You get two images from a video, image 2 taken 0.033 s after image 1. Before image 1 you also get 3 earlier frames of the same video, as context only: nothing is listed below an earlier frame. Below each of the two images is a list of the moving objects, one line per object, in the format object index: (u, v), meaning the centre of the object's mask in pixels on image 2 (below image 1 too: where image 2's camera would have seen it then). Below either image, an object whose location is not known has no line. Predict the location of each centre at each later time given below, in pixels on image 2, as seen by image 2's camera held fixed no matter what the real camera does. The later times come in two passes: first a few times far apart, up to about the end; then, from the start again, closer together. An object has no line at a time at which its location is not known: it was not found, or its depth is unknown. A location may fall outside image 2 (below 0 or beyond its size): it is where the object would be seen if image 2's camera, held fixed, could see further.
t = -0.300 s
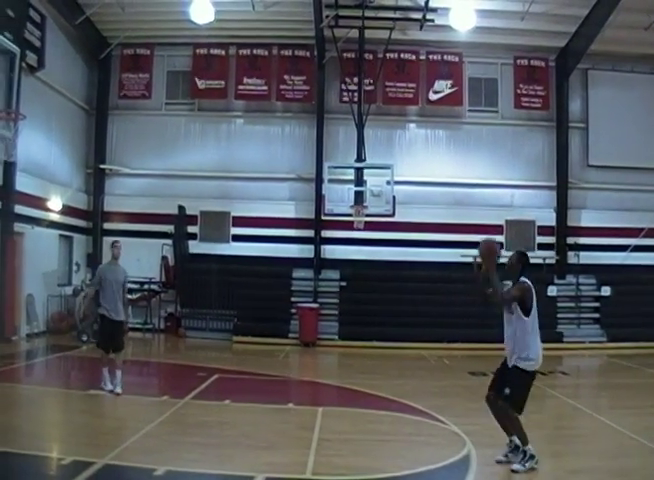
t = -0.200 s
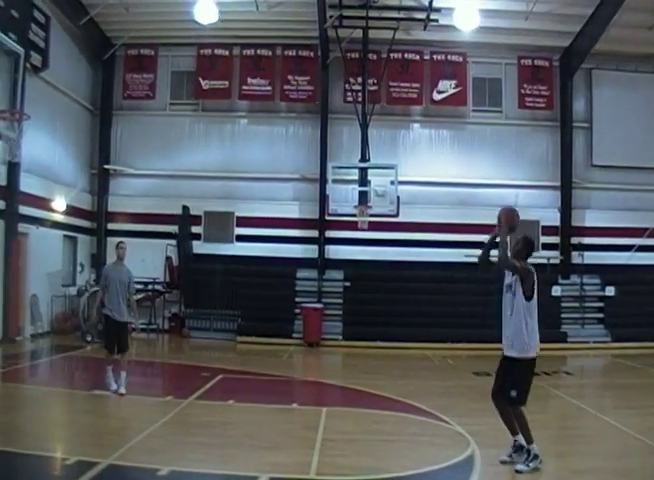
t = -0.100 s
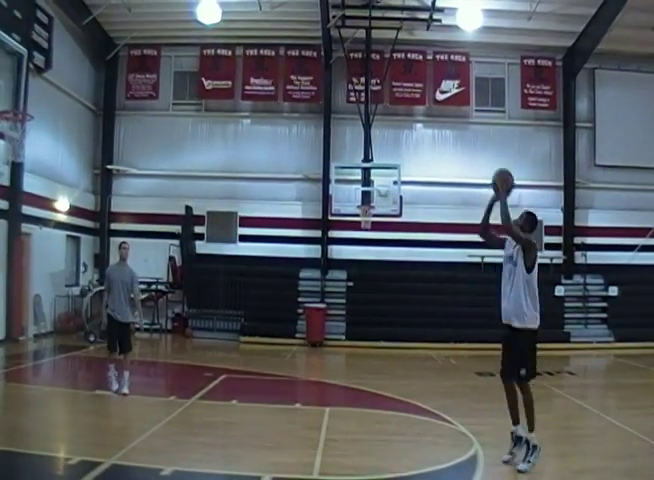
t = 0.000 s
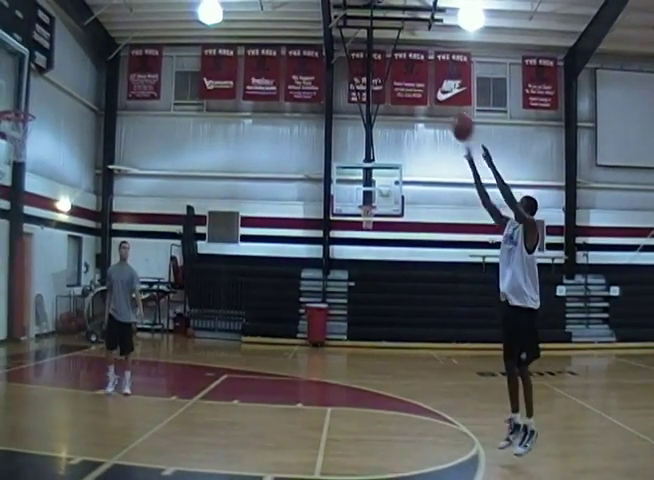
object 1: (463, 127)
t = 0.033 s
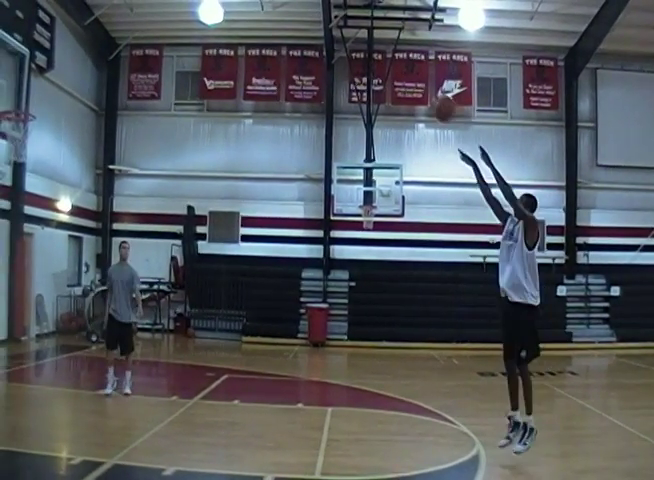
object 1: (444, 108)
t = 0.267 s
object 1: (317, 19)
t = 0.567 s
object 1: (173, 1)
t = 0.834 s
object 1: (58, 56)
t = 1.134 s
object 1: (37, 85)
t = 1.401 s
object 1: (103, 93)
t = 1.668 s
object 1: (181, 198)
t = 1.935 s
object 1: (279, 440)
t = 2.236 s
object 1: (383, 325)
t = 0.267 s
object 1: (317, 19)
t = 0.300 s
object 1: (300, 11)
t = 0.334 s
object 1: (283, 7)
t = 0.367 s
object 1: (266, 4)
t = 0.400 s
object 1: (251, 2)
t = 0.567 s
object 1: (173, 1)
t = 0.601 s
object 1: (158, 3)
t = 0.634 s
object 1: (143, 7)
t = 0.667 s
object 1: (128, 12)
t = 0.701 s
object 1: (114, 18)
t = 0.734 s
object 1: (100, 25)
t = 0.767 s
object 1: (86, 32)
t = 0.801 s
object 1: (73, 45)
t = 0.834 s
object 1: (58, 56)
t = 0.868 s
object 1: (46, 66)
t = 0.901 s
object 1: (32, 79)
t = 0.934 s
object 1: (20, 93)
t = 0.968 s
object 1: (7, 108)
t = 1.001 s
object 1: (7, 104)
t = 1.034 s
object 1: (15, 98)
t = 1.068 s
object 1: (21, 95)
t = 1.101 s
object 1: (29, 90)
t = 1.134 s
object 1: (37, 85)
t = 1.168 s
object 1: (44, 82)
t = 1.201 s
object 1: (52, 81)
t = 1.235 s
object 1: (60, 80)
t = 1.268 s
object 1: (68, 81)
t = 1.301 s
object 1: (76, 83)
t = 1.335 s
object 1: (84, 86)
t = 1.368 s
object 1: (94, 90)
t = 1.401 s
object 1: (103, 93)
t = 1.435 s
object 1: (110, 102)
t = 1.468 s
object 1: (120, 110)
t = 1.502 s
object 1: (130, 121)
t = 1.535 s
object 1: (139, 133)
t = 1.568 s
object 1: (150, 147)
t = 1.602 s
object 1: (160, 162)
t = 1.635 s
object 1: (170, 180)
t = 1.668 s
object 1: (181, 198)
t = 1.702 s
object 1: (192, 220)
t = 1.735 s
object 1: (203, 244)
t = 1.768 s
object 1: (216, 270)
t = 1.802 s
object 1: (227, 300)
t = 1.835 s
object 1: (240, 331)
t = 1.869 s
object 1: (252, 366)
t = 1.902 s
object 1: (265, 406)
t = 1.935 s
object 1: (279, 440)
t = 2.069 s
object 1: (327, 443)
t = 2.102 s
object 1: (337, 419)
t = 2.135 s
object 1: (347, 394)
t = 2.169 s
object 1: (359, 371)
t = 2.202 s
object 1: (371, 347)
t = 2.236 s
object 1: (383, 325)
